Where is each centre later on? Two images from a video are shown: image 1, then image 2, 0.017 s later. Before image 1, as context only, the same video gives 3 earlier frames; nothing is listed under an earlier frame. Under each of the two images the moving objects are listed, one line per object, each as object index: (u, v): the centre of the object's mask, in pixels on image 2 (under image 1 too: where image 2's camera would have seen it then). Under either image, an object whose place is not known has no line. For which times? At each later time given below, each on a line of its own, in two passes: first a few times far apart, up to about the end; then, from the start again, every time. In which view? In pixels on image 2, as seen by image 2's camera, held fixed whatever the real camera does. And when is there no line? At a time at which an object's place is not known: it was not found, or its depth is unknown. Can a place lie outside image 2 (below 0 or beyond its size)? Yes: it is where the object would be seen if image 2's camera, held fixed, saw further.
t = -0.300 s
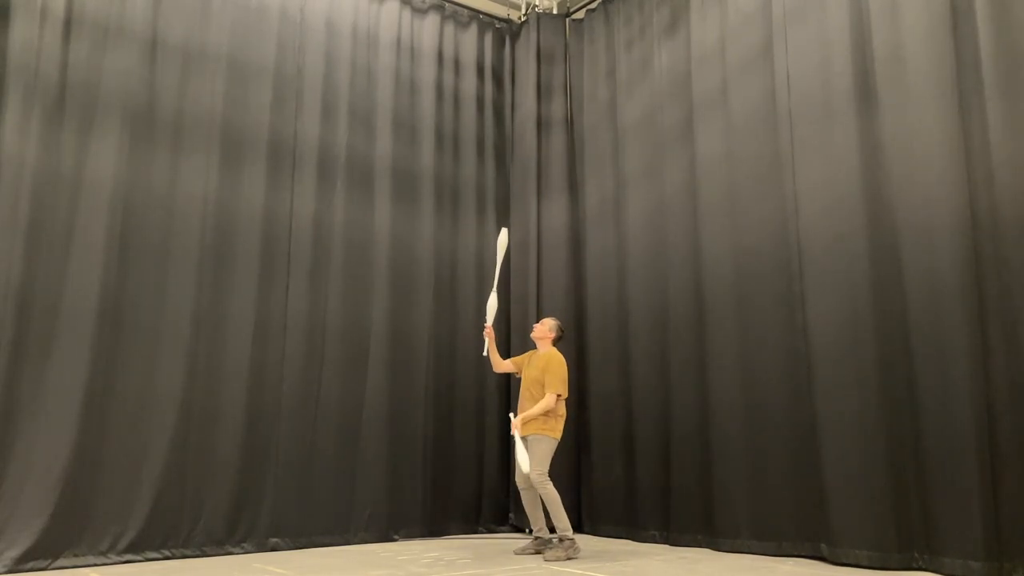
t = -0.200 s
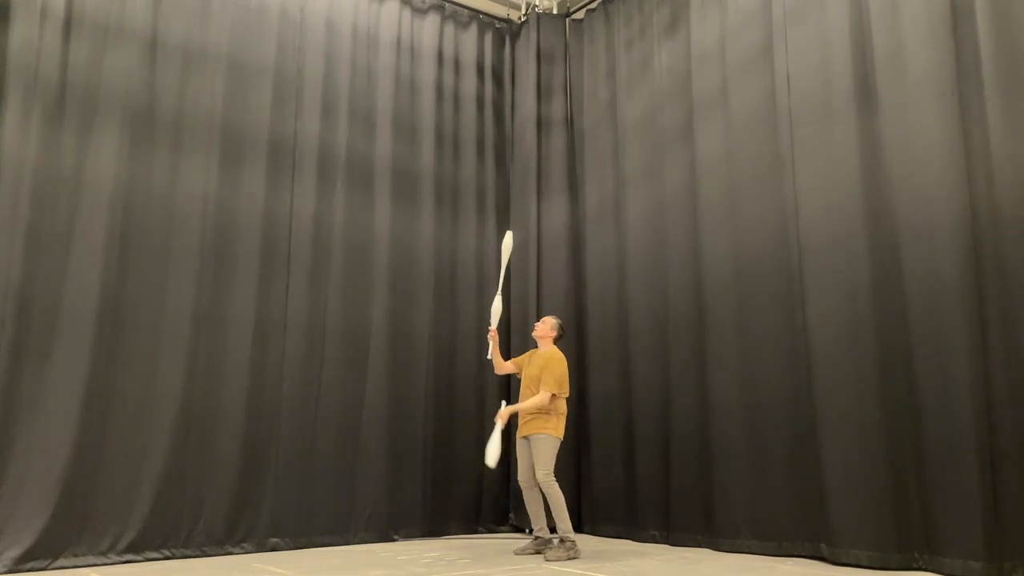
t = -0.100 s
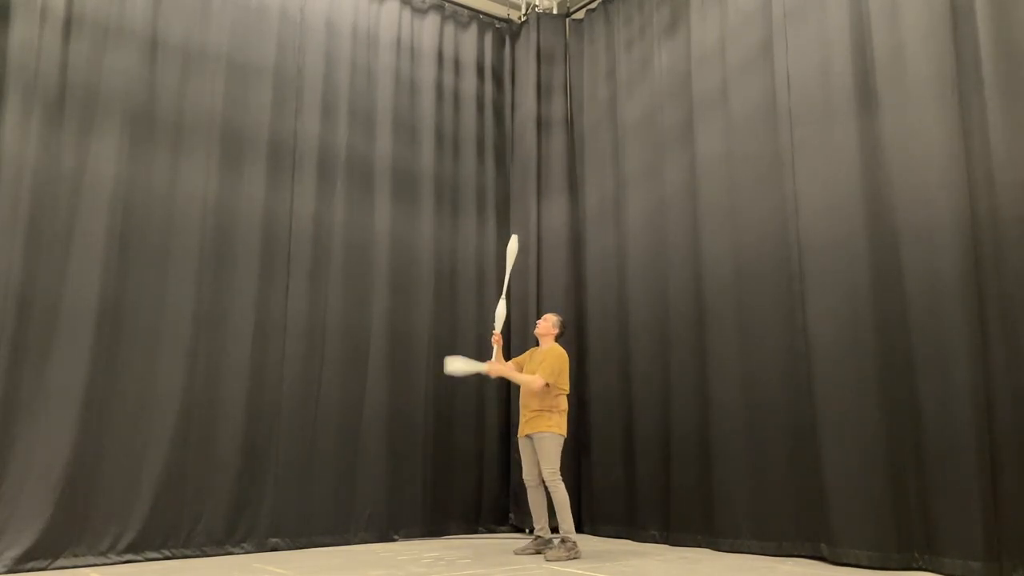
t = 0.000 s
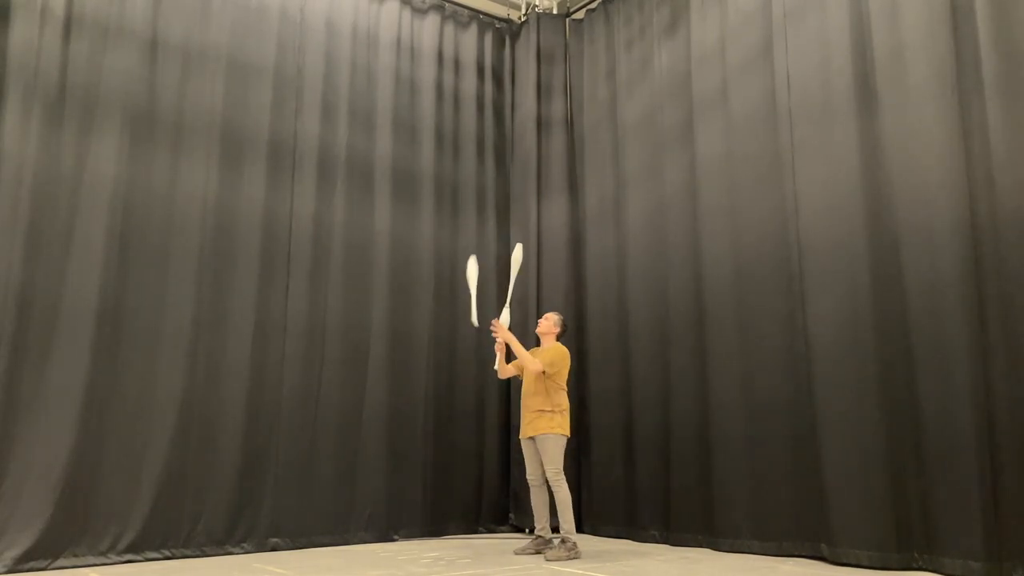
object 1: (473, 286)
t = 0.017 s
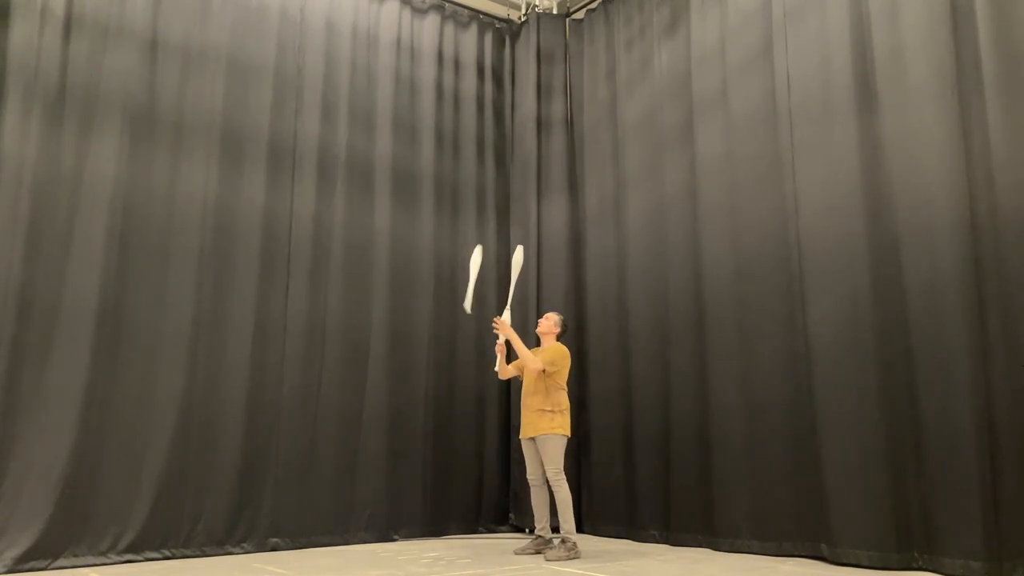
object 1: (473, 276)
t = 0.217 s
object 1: (476, 165)
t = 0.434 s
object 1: (479, 107)
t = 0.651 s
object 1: (482, 105)
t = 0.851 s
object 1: (486, 153)
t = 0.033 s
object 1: (472, 266)
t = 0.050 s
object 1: (471, 255)
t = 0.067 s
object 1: (470, 244)
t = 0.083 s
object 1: (469, 233)
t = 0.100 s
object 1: (469, 222)
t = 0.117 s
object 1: (470, 211)
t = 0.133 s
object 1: (471, 201)
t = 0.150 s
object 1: (472, 193)
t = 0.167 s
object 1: (474, 185)
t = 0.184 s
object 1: (475, 177)
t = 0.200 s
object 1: (476, 170)
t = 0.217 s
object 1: (476, 165)
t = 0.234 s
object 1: (476, 160)
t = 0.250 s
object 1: (476, 154)
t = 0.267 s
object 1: (475, 149)
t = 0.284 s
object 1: (475, 143)
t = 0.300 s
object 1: (474, 137)
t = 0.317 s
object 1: (474, 131)
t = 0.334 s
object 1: (475, 126)
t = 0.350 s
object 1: (475, 121)
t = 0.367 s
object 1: (476, 117)
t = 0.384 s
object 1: (477, 114)
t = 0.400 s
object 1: (478, 111)
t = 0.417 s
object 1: (479, 109)
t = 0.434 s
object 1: (479, 107)
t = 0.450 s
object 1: (479, 106)
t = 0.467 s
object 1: (479, 104)
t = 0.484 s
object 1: (479, 103)
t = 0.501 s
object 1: (479, 102)
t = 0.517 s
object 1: (479, 101)
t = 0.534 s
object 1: (479, 100)
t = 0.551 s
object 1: (480, 99)
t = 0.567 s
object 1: (480, 100)
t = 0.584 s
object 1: (481, 100)
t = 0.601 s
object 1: (481, 101)
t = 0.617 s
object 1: (482, 102)
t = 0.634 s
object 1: (482, 104)
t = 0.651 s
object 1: (482, 105)
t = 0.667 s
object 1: (482, 107)
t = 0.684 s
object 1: (482, 109)
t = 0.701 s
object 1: (483, 112)
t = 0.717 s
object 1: (484, 115)
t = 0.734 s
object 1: (485, 118)
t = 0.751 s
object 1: (485, 122)
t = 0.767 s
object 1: (486, 127)
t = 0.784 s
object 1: (486, 132)
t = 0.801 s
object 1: (486, 137)
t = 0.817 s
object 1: (486, 142)
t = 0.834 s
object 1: (486, 148)
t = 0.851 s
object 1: (486, 153)
